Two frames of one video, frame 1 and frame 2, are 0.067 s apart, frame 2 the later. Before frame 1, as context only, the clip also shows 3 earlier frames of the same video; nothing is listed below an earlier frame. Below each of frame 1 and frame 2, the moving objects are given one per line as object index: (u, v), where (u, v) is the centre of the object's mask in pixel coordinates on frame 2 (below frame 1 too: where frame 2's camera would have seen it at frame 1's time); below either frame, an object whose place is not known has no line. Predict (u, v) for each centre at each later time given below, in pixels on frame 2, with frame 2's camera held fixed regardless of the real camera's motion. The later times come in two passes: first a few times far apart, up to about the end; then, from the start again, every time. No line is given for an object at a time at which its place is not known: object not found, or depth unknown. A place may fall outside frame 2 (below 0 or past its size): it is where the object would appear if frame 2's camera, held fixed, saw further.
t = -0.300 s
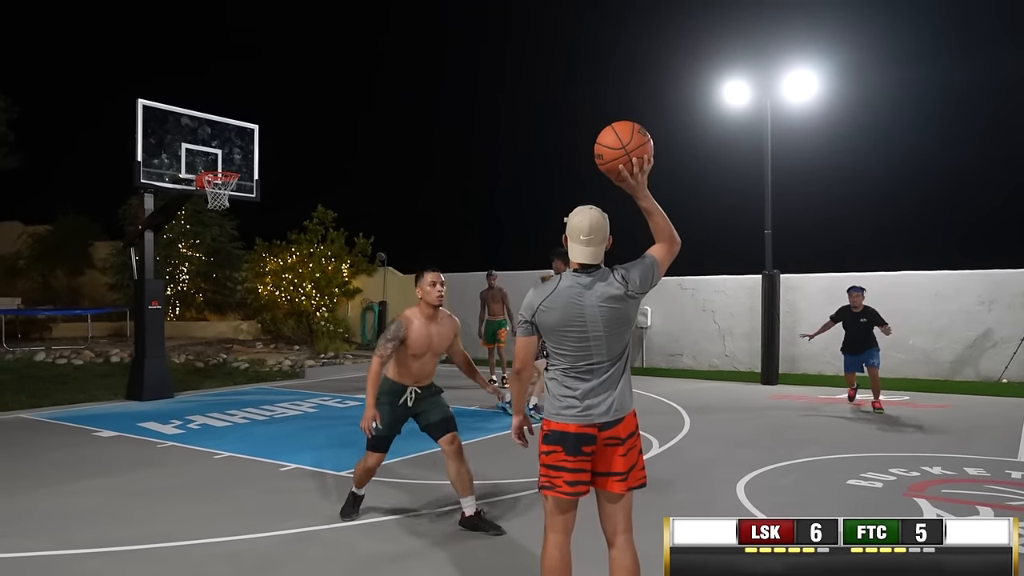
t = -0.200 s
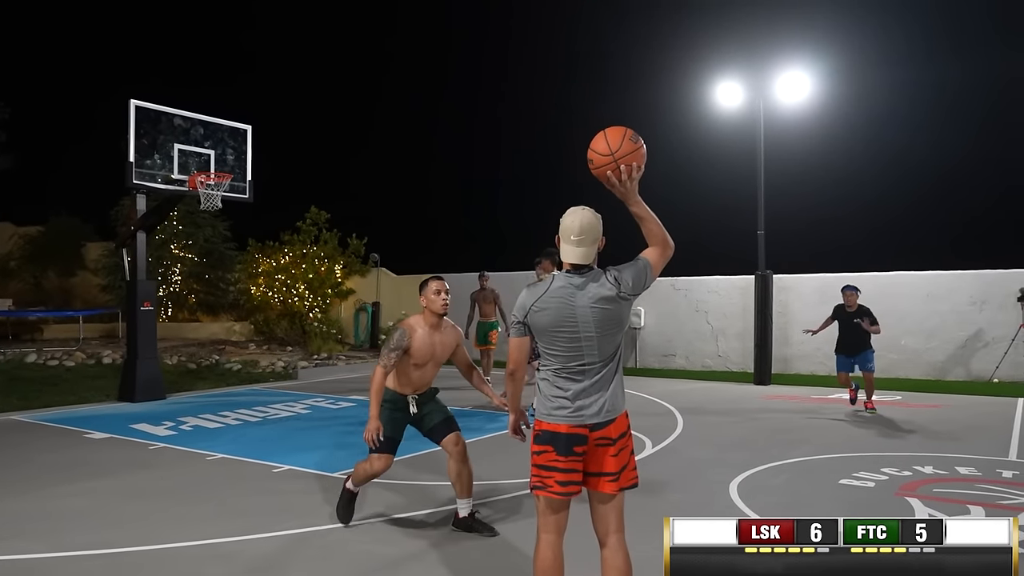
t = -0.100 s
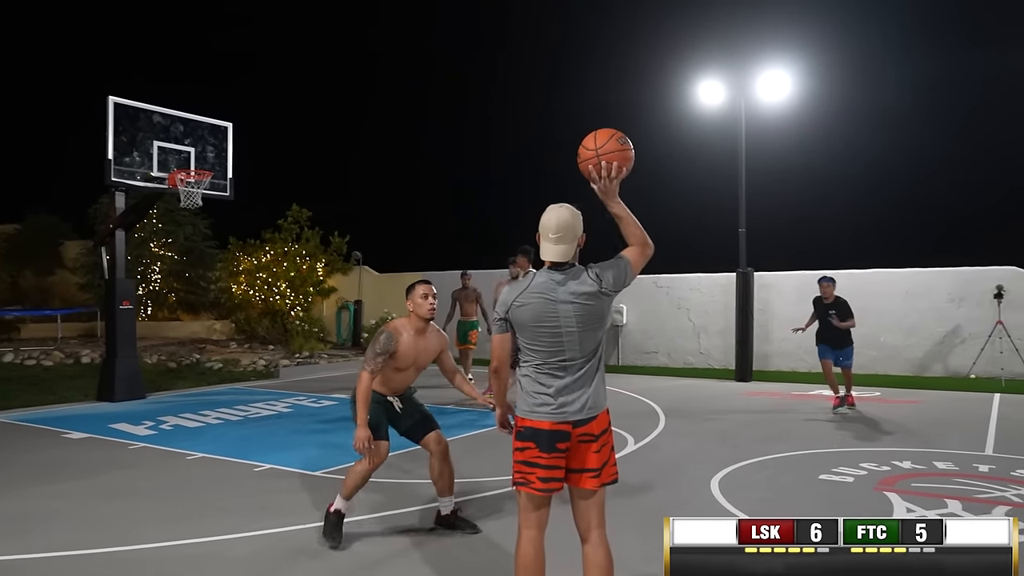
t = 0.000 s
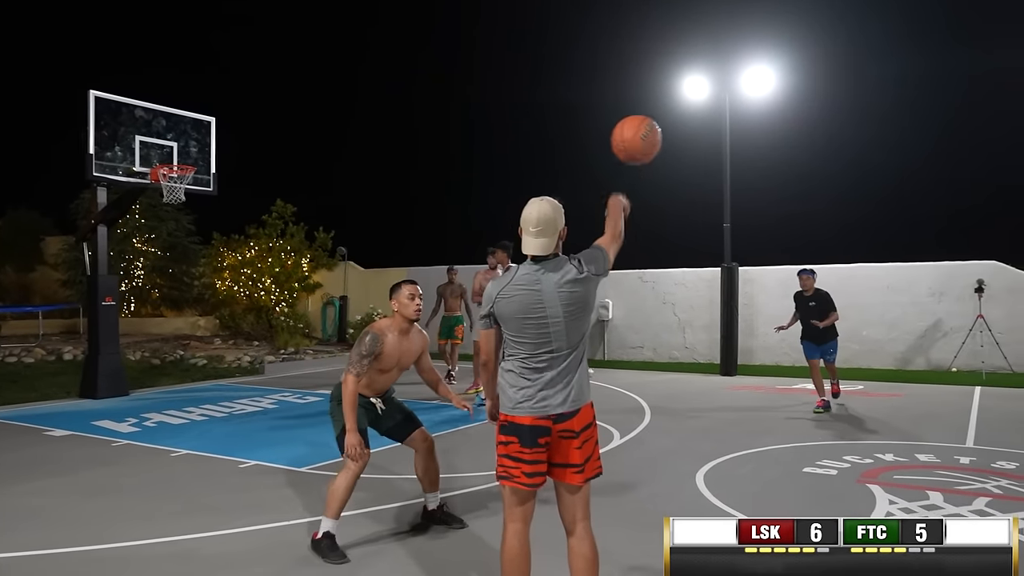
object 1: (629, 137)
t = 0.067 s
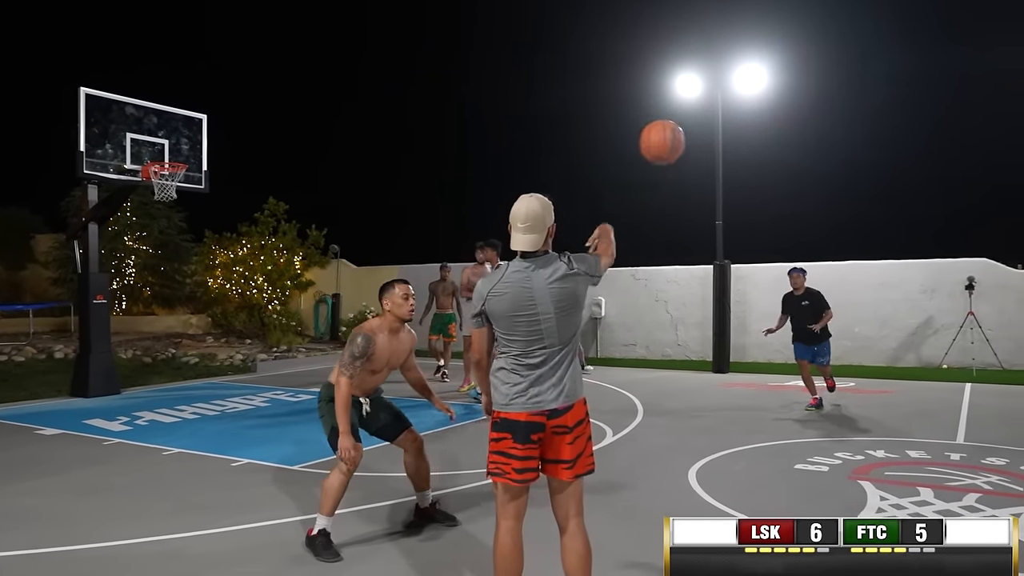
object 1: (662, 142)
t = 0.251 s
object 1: (726, 184)
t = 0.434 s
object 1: (767, 249)
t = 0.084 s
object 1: (669, 144)
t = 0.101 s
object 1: (676, 147)
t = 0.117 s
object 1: (682, 150)
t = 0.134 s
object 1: (688, 153)
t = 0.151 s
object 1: (695, 157)
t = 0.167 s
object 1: (700, 161)
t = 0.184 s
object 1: (706, 165)
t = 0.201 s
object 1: (711, 169)
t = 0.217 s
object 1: (716, 174)
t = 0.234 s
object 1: (721, 179)
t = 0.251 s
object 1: (726, 184)
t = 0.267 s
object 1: (730, 189)
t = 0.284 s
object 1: (735, 195)
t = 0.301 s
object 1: (739, 200)
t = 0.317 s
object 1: (743, 206)
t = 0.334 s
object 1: (746, 212)
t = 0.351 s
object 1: (750, 218)
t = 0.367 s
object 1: (754, 224)
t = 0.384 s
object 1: (758, 230)
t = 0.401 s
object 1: (761, 236)
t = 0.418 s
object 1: (764, 242)
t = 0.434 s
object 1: (767, 249)
